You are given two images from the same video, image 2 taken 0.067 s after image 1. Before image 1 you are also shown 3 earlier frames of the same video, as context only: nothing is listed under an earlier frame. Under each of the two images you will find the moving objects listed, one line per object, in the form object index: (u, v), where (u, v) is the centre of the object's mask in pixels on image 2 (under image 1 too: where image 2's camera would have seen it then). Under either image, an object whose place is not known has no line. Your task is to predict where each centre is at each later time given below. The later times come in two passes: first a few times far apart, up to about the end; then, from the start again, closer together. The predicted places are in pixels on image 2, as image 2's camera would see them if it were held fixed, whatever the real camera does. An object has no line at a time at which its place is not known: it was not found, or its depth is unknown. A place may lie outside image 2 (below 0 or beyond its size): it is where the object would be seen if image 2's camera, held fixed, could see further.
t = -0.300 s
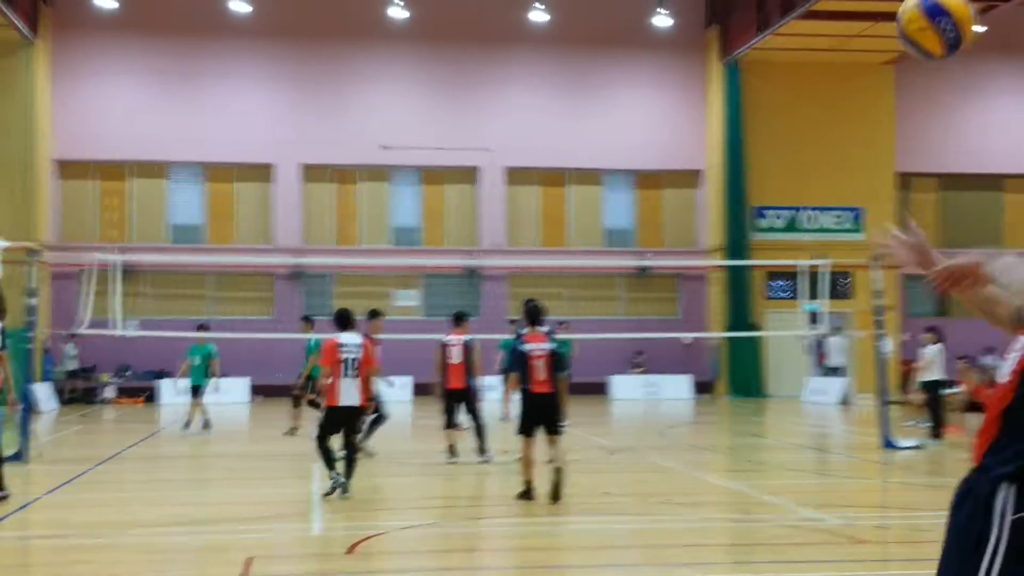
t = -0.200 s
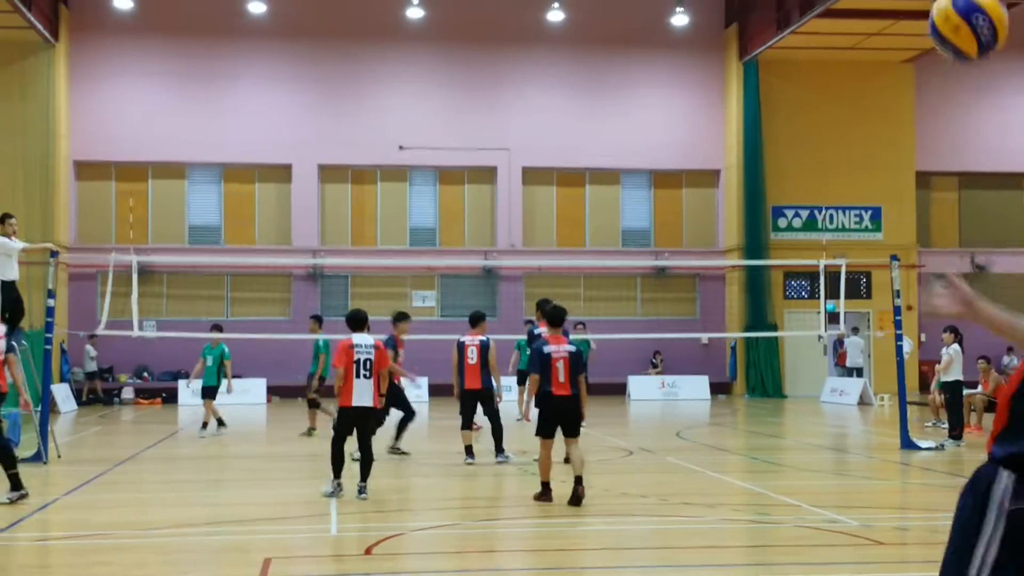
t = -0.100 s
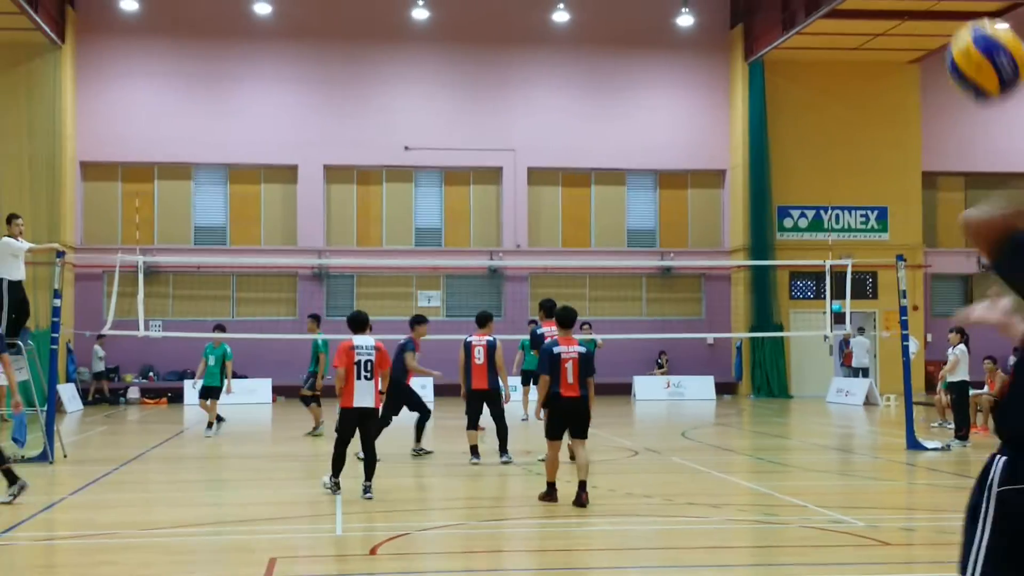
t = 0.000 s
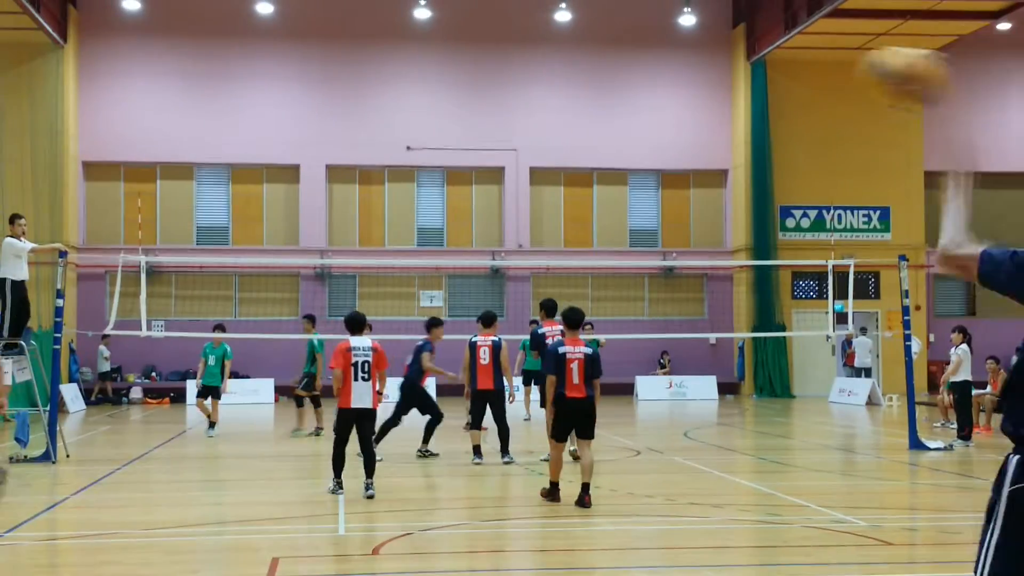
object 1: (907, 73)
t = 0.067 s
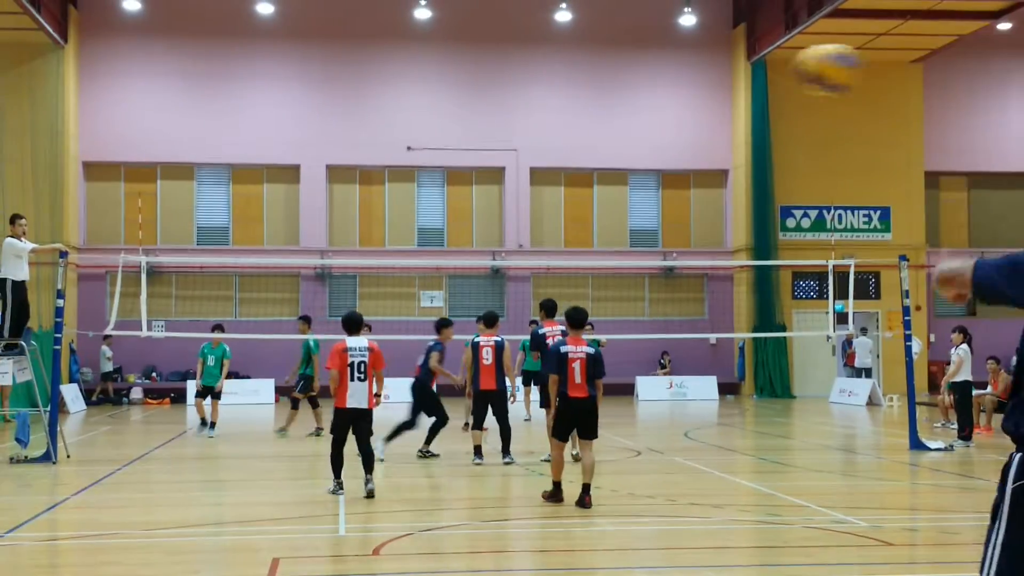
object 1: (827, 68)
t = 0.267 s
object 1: (731, 90)
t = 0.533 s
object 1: (681, 159)
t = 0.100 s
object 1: (800, 68)
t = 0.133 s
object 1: (779, 70)
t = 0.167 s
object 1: (764, 74)
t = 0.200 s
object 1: (751, 79)
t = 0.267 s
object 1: (731, 90)
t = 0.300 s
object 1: (720, 98)
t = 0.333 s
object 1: (713, 104)
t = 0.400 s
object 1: (701, 121)
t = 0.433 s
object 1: (696, 131)
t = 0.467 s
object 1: (690, 141)
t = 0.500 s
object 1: (685, 151)
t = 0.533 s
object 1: (681, 159)
